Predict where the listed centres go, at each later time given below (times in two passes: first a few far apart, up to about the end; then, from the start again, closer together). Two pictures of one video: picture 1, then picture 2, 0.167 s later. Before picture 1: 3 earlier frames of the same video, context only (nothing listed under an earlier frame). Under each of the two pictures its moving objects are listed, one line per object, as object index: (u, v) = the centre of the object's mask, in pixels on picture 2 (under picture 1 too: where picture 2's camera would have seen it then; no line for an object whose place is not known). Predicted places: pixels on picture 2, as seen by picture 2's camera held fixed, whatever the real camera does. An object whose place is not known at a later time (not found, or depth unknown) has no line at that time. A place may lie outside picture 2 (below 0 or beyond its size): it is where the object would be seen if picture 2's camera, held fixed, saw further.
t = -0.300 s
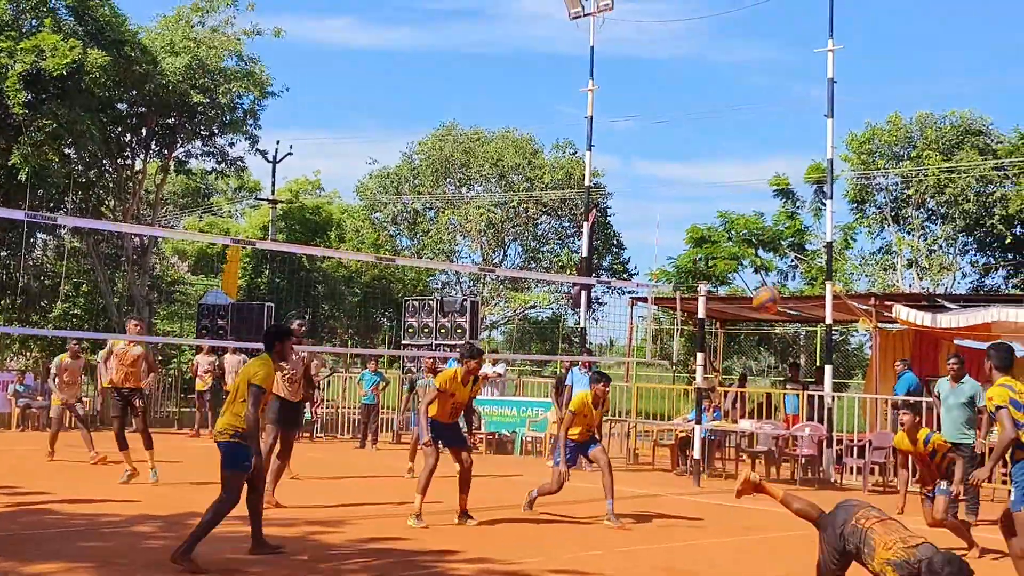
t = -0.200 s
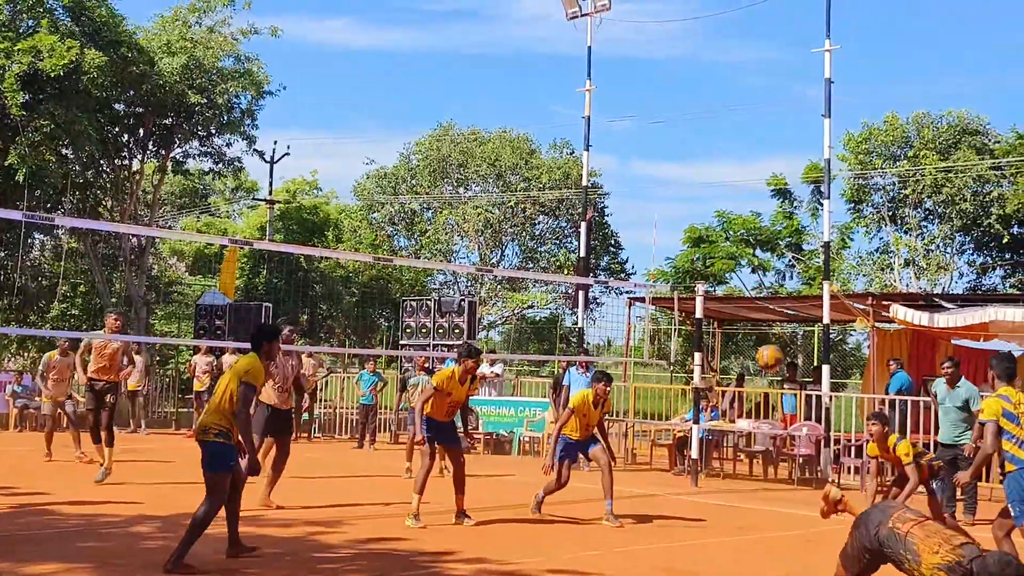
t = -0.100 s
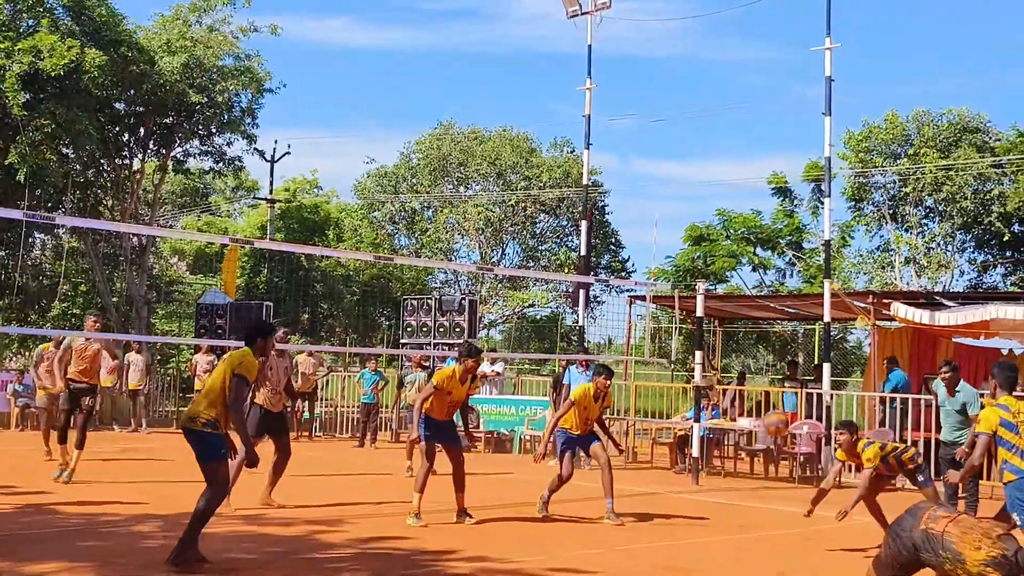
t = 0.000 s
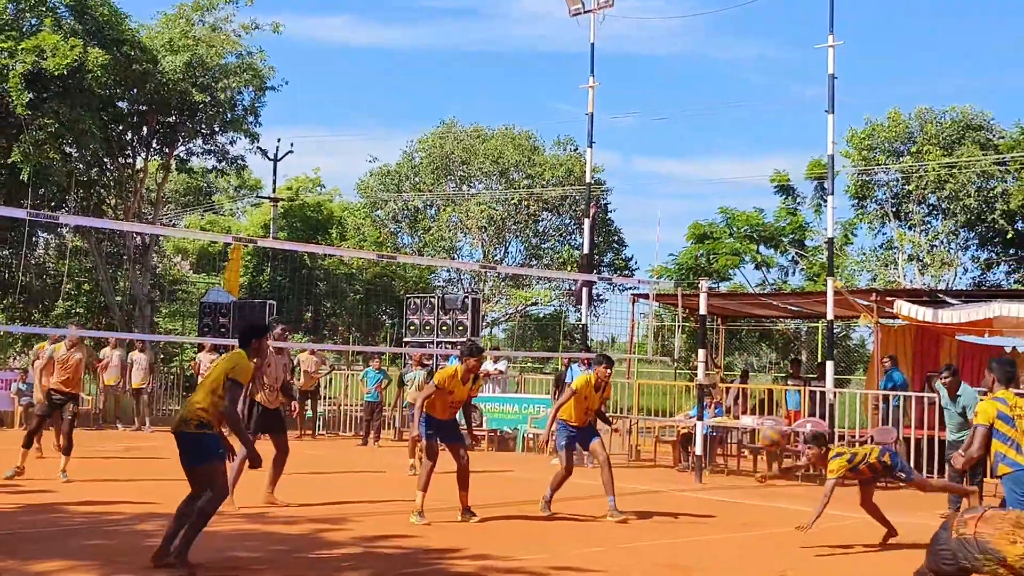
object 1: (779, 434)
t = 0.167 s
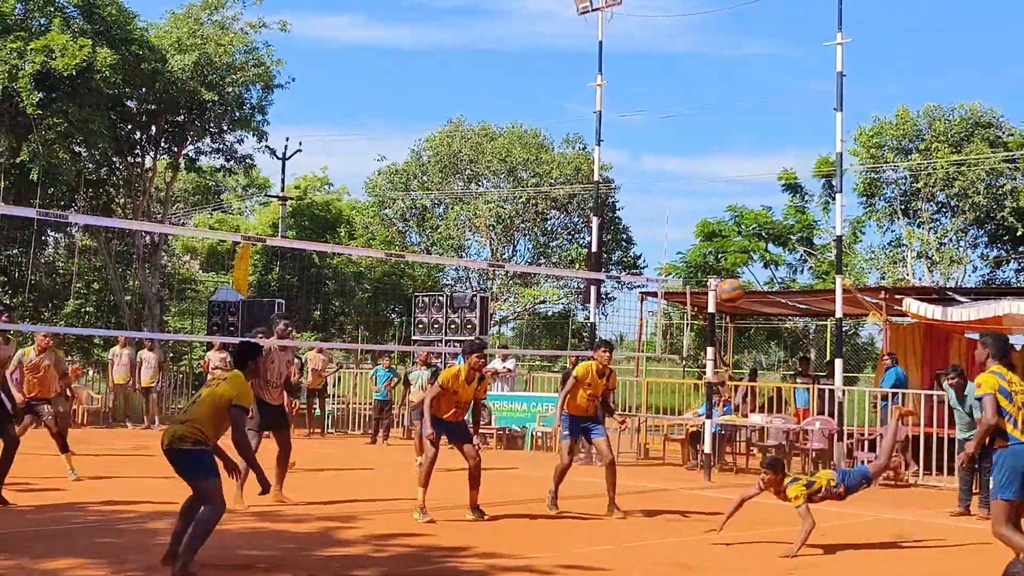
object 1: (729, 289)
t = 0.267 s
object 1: (701, 218)
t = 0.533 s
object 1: (618, 73)
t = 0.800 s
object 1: (526, 9)
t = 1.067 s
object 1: (419, 42)
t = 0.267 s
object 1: (701, 218)
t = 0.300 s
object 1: (691, 195)
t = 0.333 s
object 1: (680, 174)
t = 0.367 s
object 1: (670, 153)
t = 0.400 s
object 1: (659, 135)
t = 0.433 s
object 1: (650, 117)
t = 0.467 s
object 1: (639, 102)
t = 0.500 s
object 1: (630, 87)
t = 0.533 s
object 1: (618, 73)
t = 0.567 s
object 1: (607, 60)
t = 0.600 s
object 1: (596, 49)
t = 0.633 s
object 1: (585, 39)
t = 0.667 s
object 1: (574, 30)
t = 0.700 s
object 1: (563, 24)
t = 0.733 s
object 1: (551, 17)
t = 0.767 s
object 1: (538, 12)
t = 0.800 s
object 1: (526, 9)
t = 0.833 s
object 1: (513, 7)
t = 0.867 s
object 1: (501, 8)
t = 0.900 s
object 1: (488, 10)
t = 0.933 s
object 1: (474, 13)
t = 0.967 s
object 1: (460, 17)
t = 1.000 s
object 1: (447, 23)
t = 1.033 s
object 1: (432, 31)
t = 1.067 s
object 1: (419, 42)
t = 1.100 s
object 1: (404, 54)
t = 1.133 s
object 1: (388, 68)
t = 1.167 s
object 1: (372, 82)
